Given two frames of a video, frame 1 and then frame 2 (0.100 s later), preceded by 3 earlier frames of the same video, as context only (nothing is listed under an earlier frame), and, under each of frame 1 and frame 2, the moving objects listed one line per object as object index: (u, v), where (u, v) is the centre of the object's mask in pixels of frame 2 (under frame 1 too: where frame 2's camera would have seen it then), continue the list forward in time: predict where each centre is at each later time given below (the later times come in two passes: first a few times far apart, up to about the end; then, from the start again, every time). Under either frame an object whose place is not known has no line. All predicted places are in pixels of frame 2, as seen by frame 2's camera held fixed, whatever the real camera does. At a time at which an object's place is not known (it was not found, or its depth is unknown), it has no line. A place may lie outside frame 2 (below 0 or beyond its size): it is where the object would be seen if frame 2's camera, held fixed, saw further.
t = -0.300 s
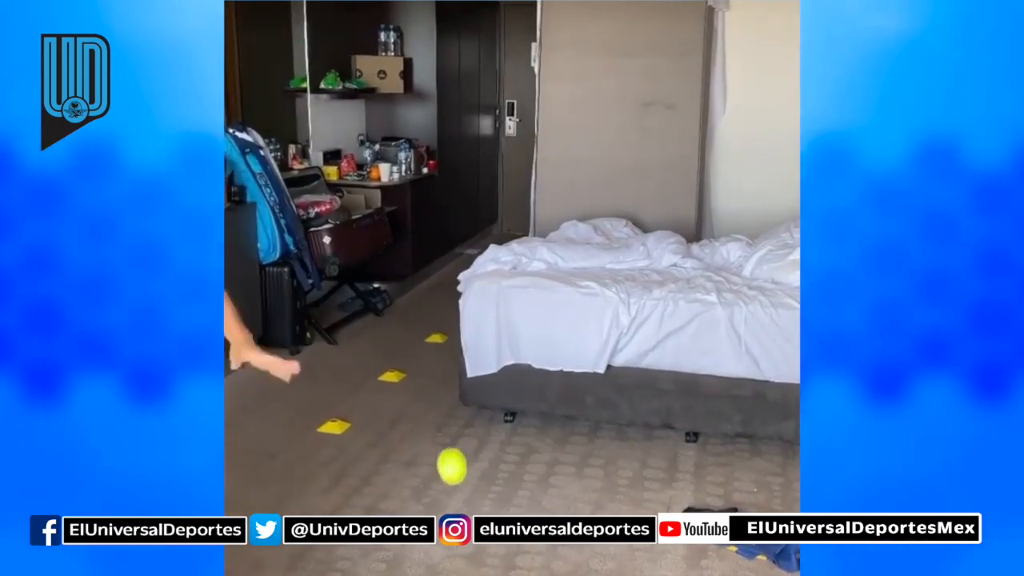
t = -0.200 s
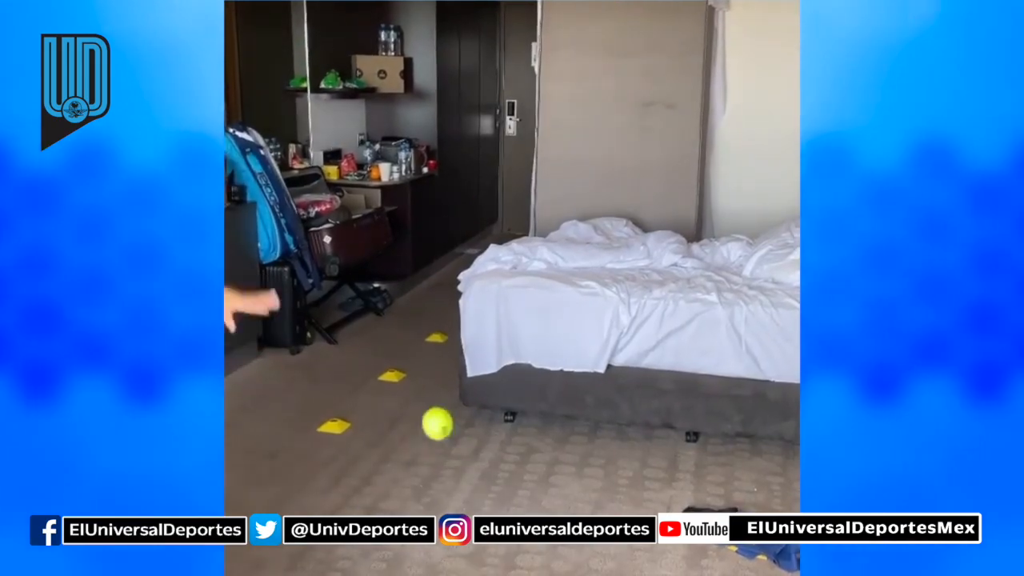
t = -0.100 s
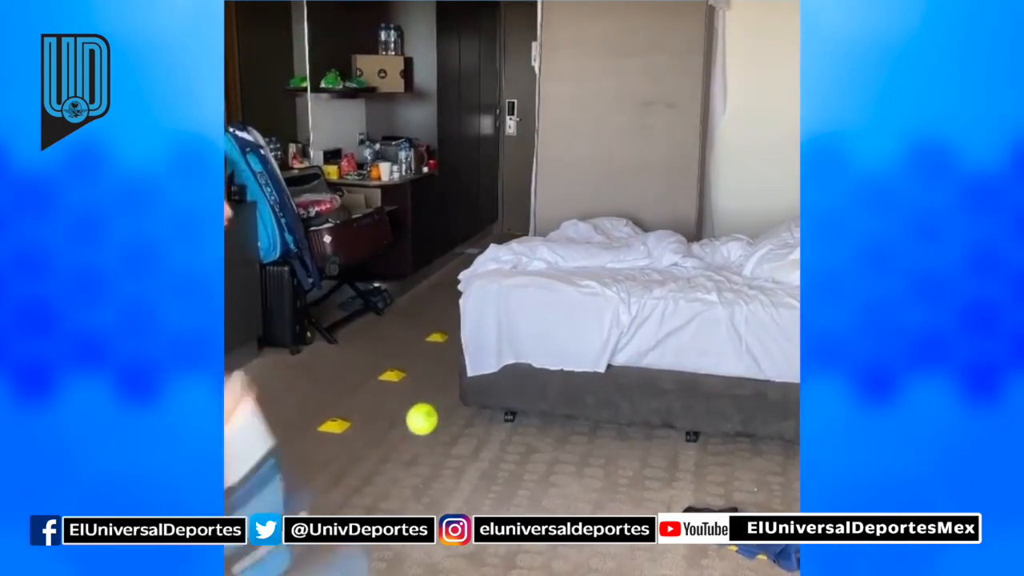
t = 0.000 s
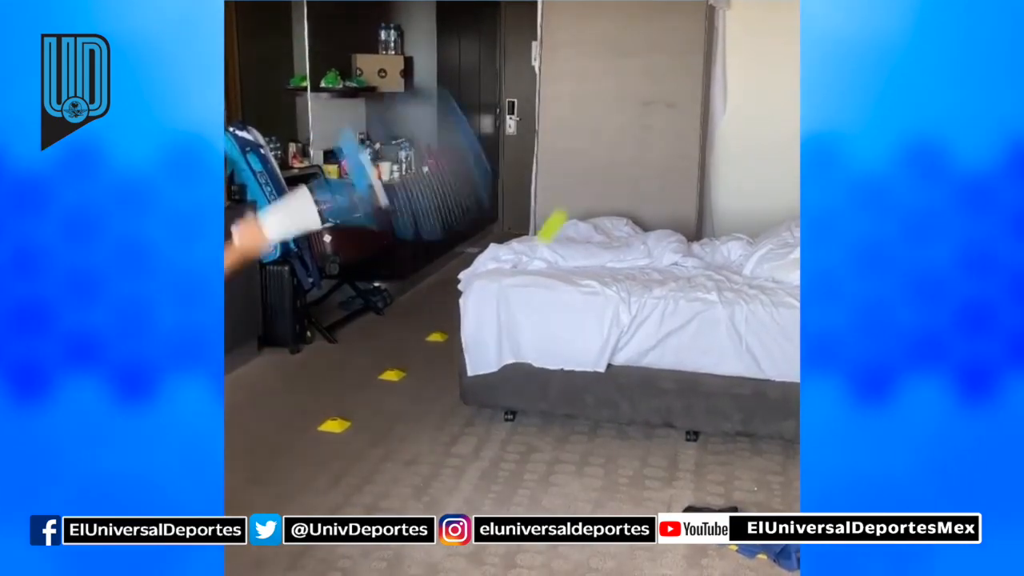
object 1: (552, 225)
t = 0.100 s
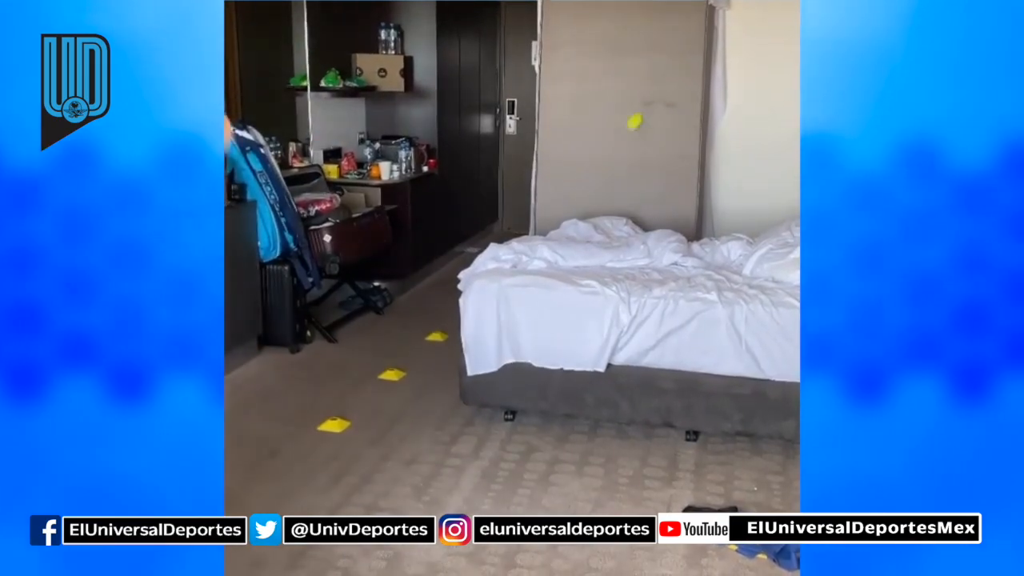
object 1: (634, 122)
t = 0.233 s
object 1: (647, 85)
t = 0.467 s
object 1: (662, 108)
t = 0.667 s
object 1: (674, 242)
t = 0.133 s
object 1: (640, 108)
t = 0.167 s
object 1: (642, 99)
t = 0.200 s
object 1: (645, 91)
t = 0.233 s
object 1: (647, 85)
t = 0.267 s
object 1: (649, 81)
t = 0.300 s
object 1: (651, 80)
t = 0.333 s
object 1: (653, 80)
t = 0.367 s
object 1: (655, 83)
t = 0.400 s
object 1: (658, 88)
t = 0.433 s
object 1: (660, 97)
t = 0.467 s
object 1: (662, 108)
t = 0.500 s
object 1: (664, 122)
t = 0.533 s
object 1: (666, 140)
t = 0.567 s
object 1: (668, 160)
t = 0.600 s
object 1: (669, 184)
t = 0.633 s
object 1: (672, 213)
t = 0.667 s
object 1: (674, 242)
